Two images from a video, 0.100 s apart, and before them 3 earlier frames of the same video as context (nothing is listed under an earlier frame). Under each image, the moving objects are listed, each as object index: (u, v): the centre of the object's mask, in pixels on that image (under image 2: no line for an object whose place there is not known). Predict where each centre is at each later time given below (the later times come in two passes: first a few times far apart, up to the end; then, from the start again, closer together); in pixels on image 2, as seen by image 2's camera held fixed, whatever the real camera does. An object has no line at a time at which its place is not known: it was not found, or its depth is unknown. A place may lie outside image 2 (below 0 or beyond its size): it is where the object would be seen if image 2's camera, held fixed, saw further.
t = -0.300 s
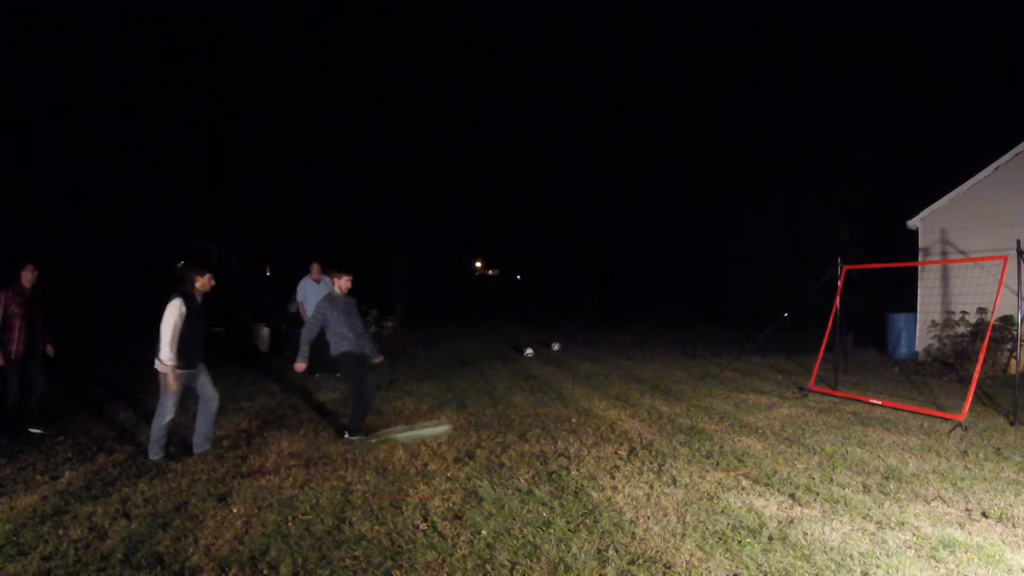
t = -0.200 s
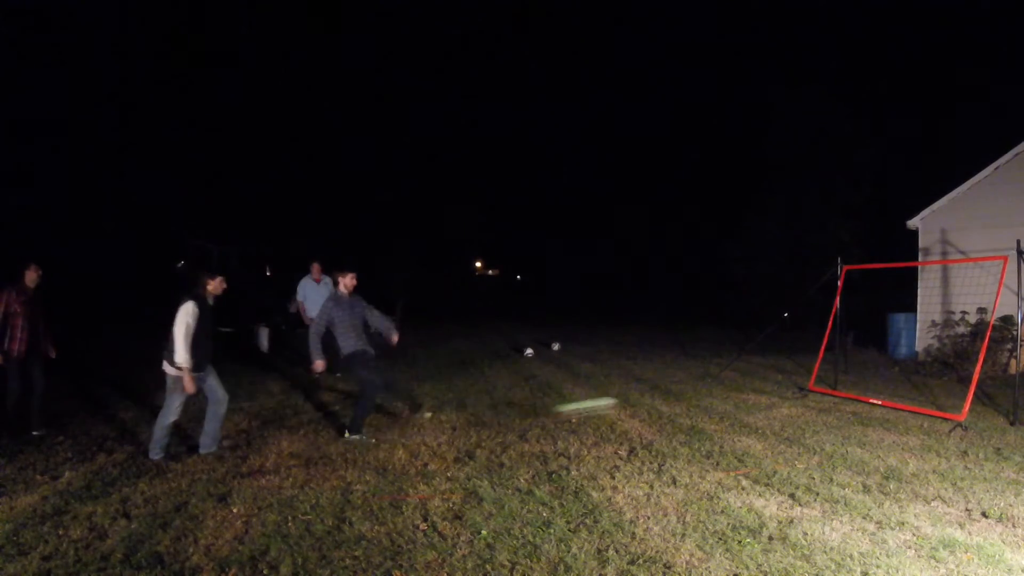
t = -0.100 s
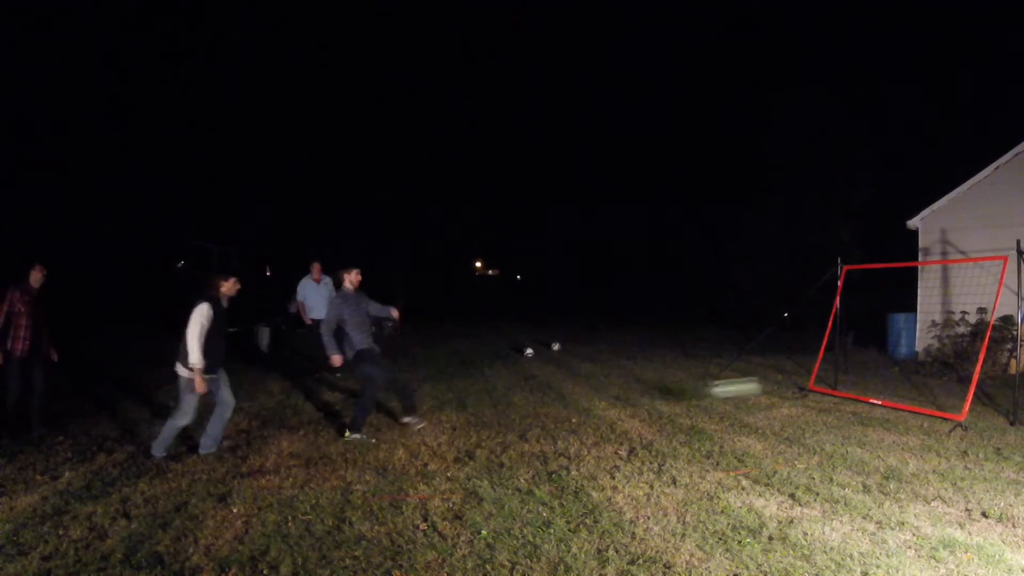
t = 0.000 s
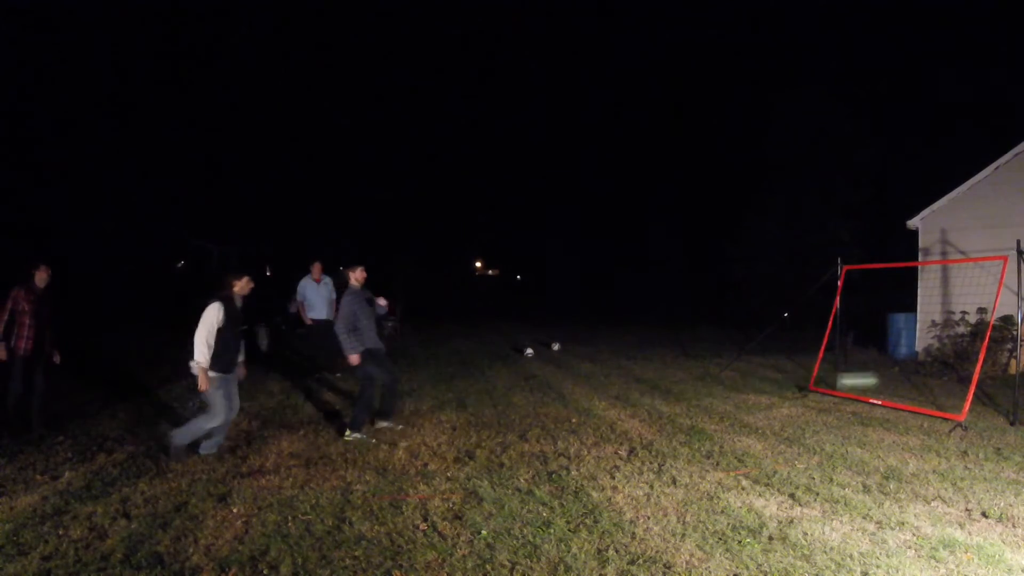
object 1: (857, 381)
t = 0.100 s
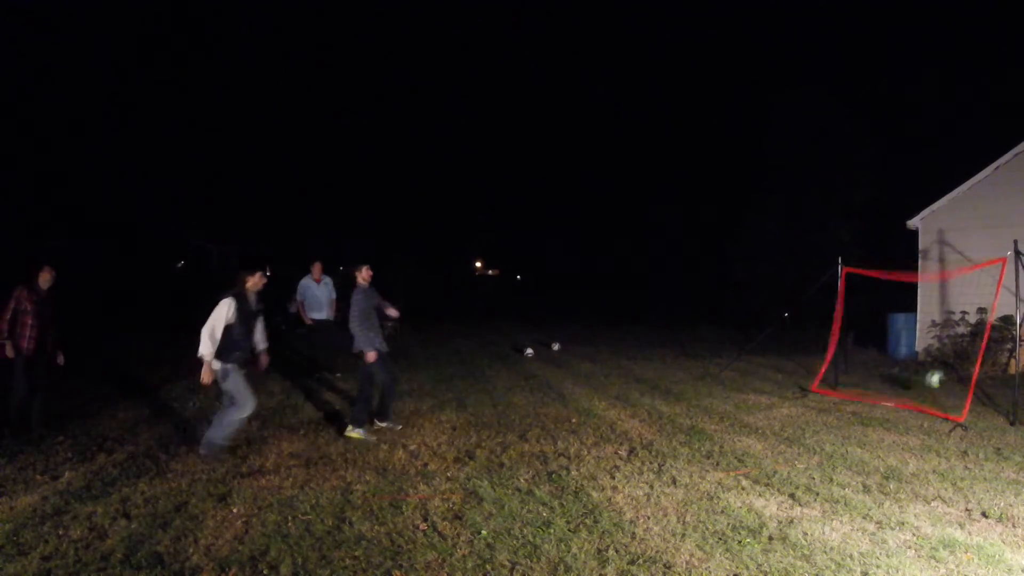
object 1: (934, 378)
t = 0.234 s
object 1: (909, 321)
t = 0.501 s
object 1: (821, 218)
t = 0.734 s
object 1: (727, 172)
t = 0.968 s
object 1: (622, 178)
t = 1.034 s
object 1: (590, 191)
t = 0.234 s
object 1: (909, 321)
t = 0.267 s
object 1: (901, 307)
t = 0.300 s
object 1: (890, 292)
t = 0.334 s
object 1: (880, 279)
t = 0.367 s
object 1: (867, 264)
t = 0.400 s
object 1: (856, 251)
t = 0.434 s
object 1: (845, 240)
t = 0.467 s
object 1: (833, 229)
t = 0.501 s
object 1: (821, 218)
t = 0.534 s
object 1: (808, 209)
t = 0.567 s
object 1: (794, 200)
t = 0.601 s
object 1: (782, 193)
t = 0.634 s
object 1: (769, 186)
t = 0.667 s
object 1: (755, 181)
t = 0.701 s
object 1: (742, 175)
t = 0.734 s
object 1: (727, 172)
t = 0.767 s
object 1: (713, 170)
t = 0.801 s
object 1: (698, 168)
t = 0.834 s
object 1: (683, 169)
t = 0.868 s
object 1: (668, 169)
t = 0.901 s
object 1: (653, 170)
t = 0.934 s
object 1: (638, 174)
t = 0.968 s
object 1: (622, 178)
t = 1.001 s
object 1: (607, 185)
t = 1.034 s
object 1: (590, 191)
